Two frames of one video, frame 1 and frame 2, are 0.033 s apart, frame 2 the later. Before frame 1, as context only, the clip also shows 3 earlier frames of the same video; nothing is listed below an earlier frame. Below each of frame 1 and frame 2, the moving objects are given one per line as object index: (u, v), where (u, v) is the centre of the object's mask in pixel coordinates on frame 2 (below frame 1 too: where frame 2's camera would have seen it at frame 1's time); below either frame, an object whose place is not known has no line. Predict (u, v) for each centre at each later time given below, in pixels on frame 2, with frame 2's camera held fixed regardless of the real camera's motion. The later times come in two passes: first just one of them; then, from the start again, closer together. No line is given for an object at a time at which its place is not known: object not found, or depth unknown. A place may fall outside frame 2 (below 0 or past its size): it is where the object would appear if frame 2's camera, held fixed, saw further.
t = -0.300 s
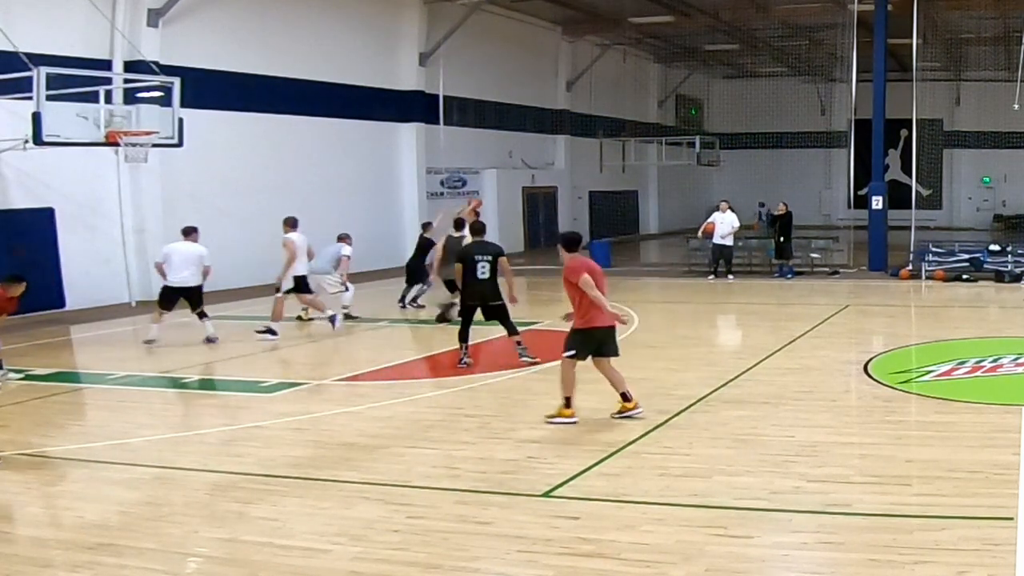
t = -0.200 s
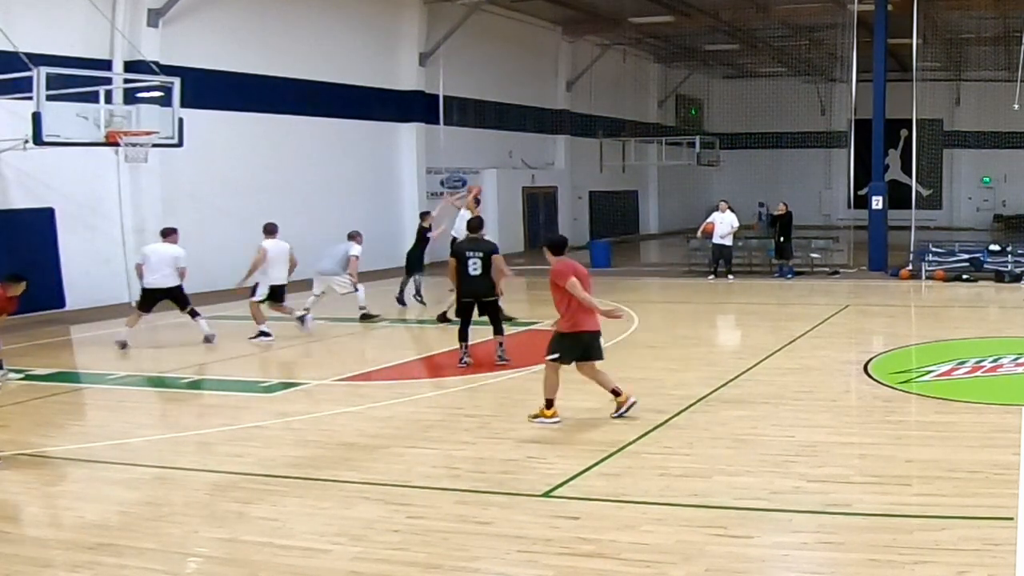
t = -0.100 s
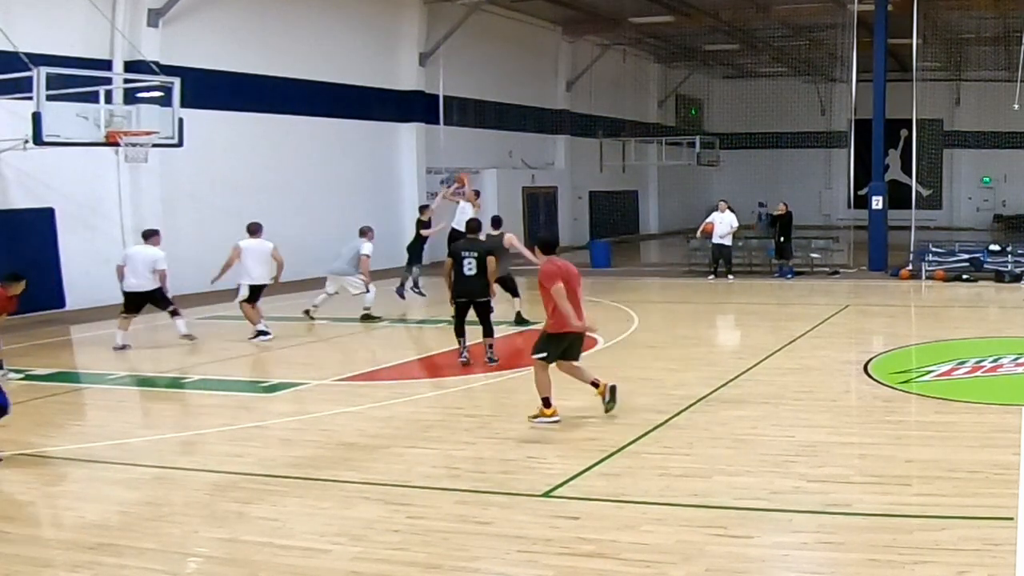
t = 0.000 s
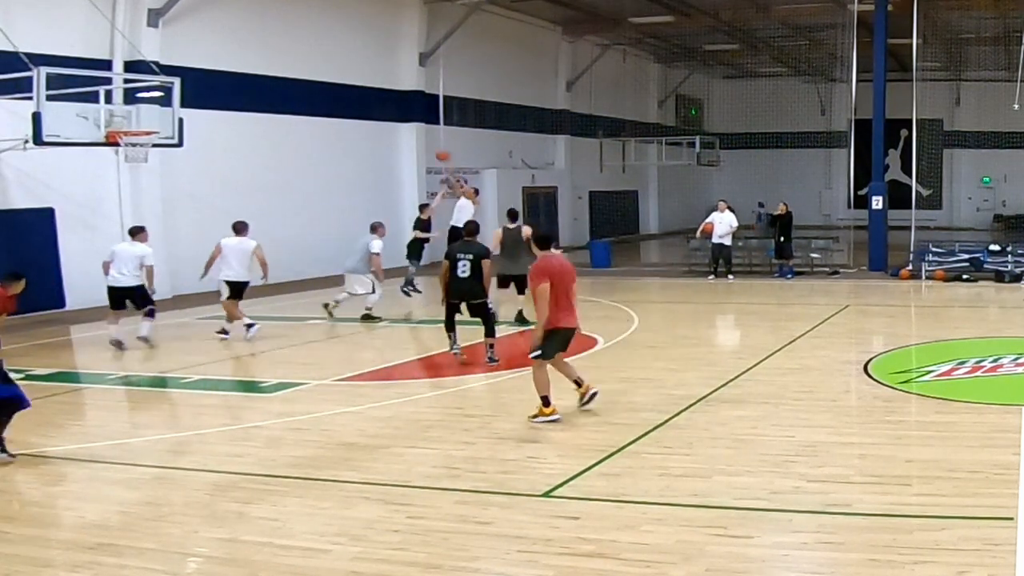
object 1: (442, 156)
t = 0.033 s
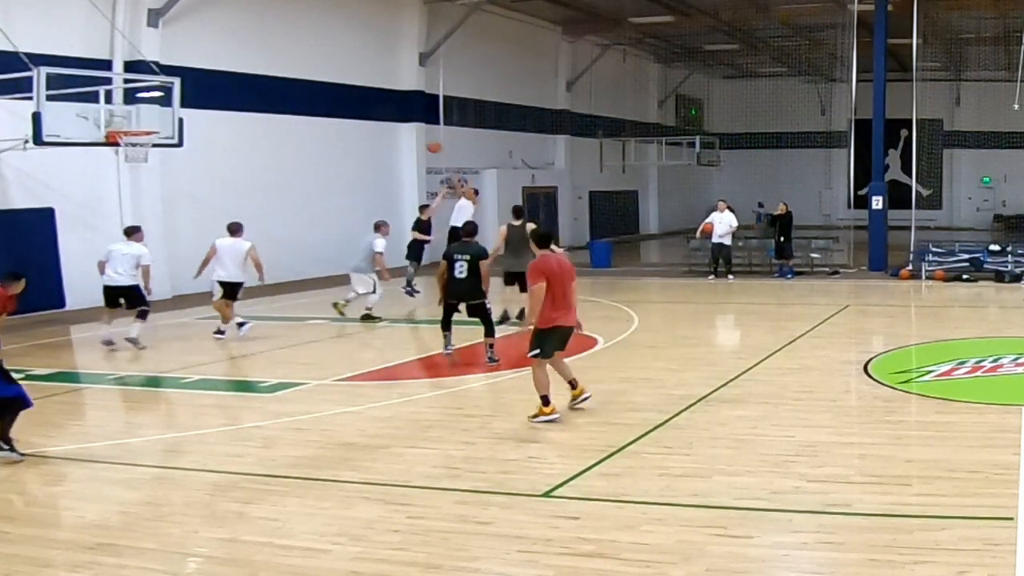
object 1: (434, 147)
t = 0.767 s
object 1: (204, 95)
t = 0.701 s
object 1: (228, 87)
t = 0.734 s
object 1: (217, 91)
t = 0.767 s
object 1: (204, 95)
